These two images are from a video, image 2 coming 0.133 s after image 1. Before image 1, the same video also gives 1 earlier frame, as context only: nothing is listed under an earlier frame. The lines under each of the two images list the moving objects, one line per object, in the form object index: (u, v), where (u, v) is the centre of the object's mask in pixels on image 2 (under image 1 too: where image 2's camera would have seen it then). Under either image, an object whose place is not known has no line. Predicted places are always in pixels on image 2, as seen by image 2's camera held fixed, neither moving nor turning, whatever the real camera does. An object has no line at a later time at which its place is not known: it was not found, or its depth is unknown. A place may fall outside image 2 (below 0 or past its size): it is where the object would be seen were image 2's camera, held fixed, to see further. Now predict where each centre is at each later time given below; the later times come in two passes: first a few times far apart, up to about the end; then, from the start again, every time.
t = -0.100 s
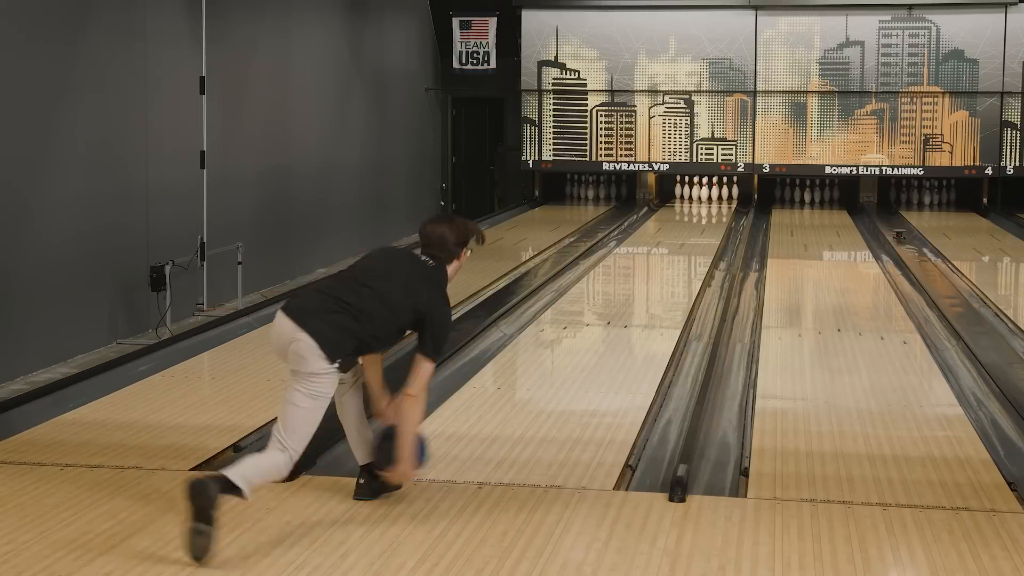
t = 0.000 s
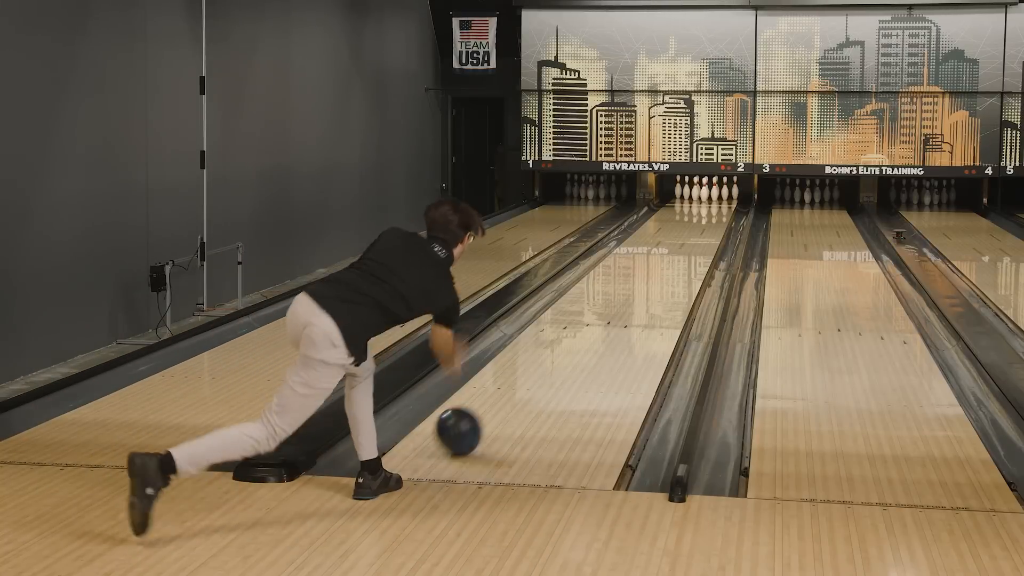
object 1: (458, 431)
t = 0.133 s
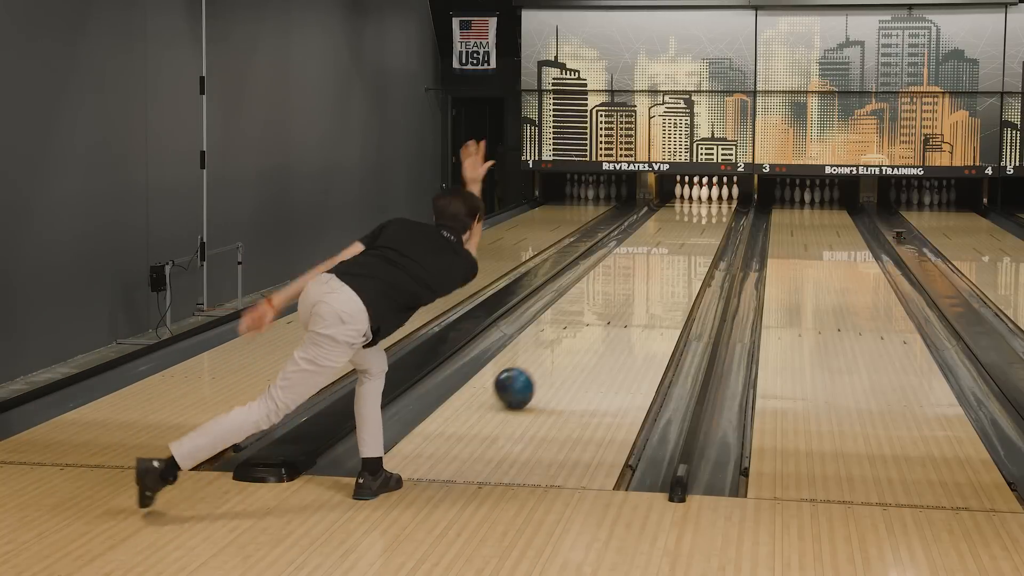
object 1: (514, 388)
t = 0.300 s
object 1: (565, 347)
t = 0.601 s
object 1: (626, 296)
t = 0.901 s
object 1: (665, 263)
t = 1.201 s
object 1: (692, 239)
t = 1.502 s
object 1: (709, 222)
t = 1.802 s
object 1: (718, 208)
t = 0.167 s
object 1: (526, 378)
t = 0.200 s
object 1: (536, 370)
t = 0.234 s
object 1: (546, 362)
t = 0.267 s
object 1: (556, 354)
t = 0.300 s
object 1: (565, 347)
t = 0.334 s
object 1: (573, 340)
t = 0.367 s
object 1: (581, 333)
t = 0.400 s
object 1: (589, 327)
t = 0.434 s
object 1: (596, 321)
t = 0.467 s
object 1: (603, 315)
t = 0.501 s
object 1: (609, 310)
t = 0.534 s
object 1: (615, 305)
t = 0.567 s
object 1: (621, 301)
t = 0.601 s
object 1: (626, 296)
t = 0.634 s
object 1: (631, 292)
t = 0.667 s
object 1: (636, 288)
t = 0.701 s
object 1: (641, 284)
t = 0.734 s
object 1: (645, 280)
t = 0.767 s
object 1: (650, 276)
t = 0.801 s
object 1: (654, 273)
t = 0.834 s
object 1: (658, 269)
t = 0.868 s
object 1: (662, 266)
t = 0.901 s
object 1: (665, 263)
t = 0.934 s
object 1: (669, 260)
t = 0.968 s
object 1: (672, 257)
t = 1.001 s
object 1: (675, 254)
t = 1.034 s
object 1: (678, 251)
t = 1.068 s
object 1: (681, 249)
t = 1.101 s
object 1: (684, 246)
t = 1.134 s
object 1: (687, 244)
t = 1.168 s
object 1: (689, 241)
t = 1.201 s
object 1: (692, 239)
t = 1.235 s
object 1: (694, 237)
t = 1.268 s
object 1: (696, 235)
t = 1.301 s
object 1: (698, 233)
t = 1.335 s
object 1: (700, 231)
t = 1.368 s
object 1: (703, 229)
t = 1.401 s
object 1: (705, 227)
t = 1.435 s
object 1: (706, 225)
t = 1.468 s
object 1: (708, 224)
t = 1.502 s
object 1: (709, 222)
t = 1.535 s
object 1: (711, 220)
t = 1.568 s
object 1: (712, 218)
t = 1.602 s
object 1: (713, 217)
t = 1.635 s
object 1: (714, 215)
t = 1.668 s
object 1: (715, 214)
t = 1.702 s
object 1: (716, 212)
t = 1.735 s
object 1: (717, 211)
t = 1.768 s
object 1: (717, 210)
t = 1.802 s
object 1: (718, 208)
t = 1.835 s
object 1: (718, 207)
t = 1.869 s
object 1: (718, 206)
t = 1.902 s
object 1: (718, 205)
